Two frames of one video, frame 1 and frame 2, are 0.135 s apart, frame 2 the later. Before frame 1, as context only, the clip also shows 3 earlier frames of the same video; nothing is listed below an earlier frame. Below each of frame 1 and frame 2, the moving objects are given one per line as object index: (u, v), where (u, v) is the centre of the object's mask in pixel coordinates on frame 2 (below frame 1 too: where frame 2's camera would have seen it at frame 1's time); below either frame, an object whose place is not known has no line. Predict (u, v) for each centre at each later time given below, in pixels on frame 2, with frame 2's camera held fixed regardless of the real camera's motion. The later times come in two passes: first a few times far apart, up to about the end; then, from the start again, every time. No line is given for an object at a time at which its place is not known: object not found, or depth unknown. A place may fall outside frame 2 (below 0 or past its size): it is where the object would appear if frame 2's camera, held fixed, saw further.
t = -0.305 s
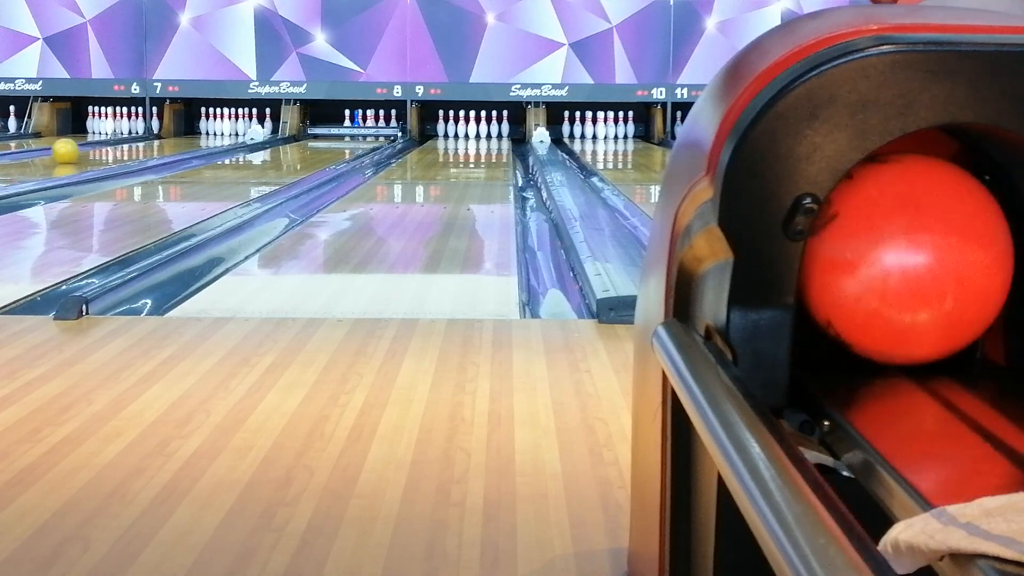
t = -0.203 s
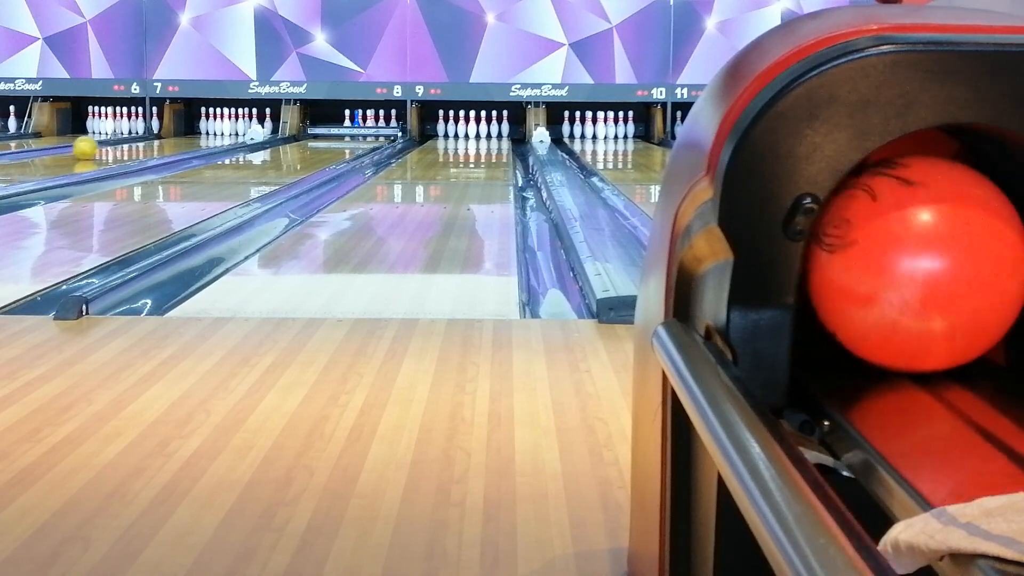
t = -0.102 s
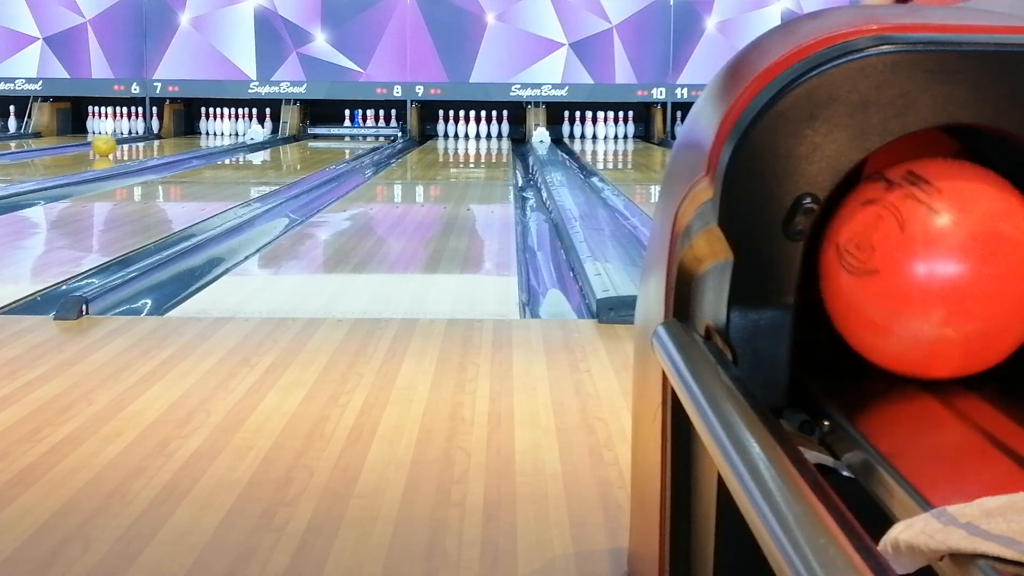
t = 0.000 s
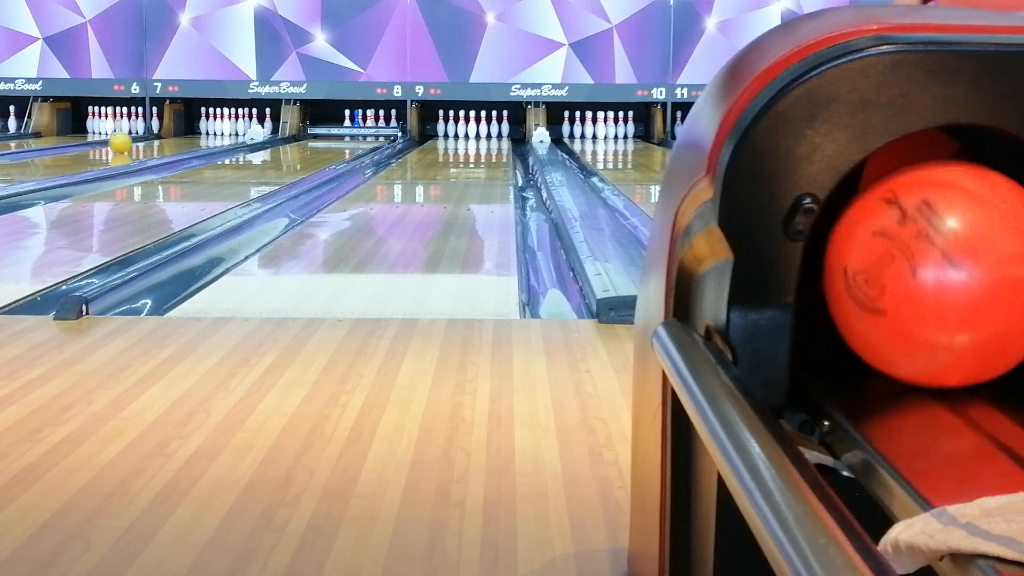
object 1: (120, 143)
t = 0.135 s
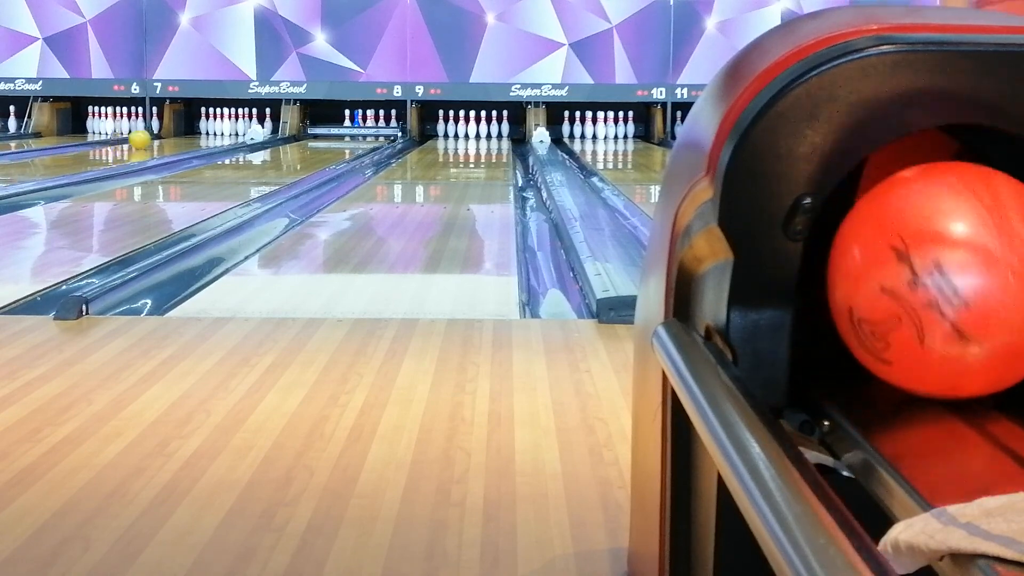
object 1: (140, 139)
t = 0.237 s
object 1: (153, 137)
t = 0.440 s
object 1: (175, 134)
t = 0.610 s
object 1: (190, 131)
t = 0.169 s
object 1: (144, 139)
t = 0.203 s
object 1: (148, 138)
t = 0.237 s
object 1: (153, 137)
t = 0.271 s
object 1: (157, 137)
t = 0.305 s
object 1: (161, 136)
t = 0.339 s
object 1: (165, 135)
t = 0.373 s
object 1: (168, 135)
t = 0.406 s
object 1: (172, 134)
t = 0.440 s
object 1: (175, 134)
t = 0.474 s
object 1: (178, 133)
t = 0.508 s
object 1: (182, 133)
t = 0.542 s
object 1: (185, 132)
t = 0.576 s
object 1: (187, 132)
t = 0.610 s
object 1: (190, 131)
